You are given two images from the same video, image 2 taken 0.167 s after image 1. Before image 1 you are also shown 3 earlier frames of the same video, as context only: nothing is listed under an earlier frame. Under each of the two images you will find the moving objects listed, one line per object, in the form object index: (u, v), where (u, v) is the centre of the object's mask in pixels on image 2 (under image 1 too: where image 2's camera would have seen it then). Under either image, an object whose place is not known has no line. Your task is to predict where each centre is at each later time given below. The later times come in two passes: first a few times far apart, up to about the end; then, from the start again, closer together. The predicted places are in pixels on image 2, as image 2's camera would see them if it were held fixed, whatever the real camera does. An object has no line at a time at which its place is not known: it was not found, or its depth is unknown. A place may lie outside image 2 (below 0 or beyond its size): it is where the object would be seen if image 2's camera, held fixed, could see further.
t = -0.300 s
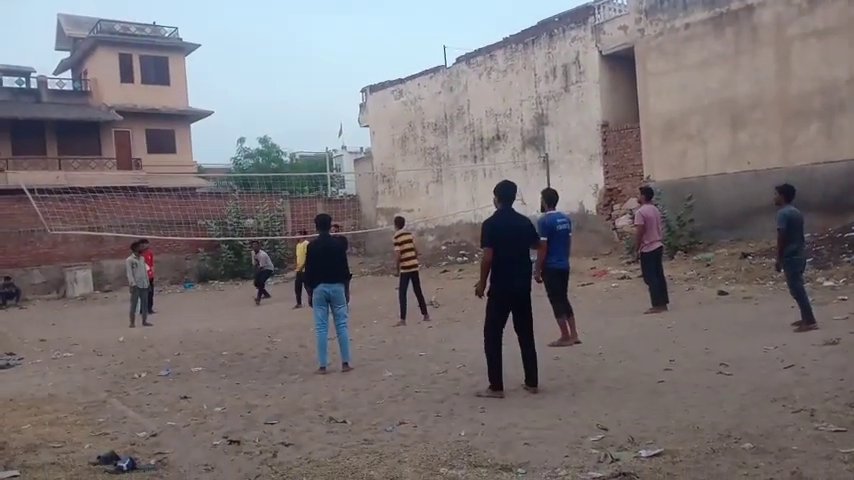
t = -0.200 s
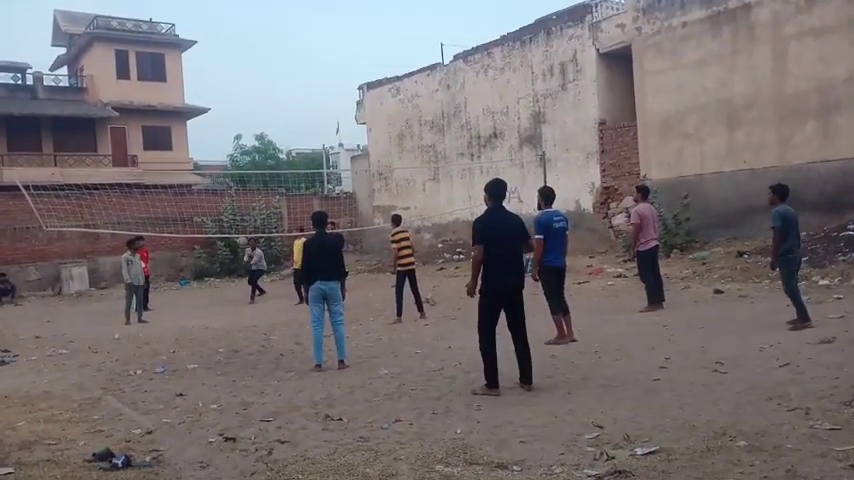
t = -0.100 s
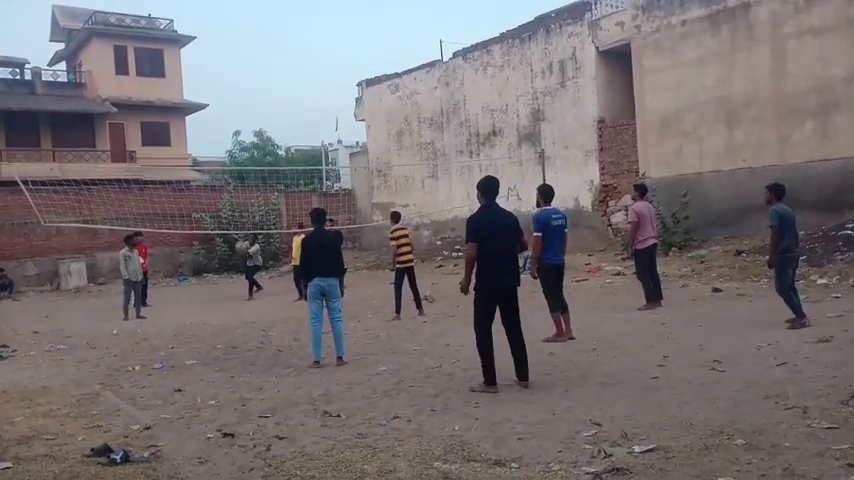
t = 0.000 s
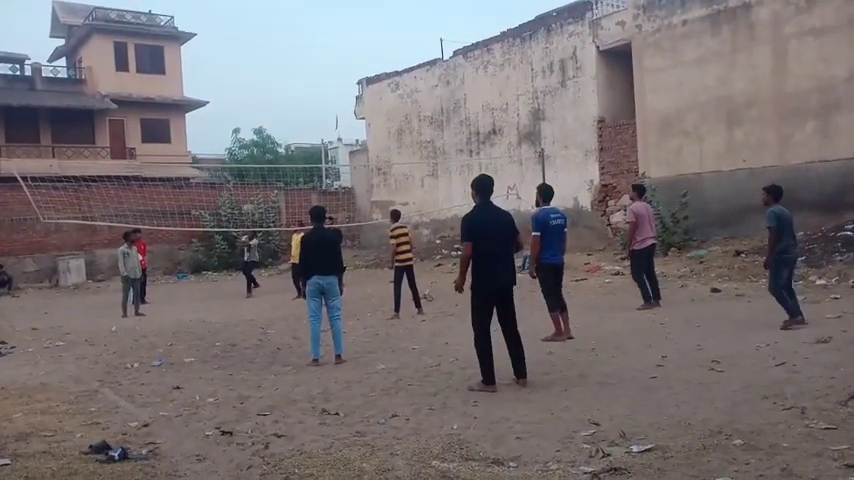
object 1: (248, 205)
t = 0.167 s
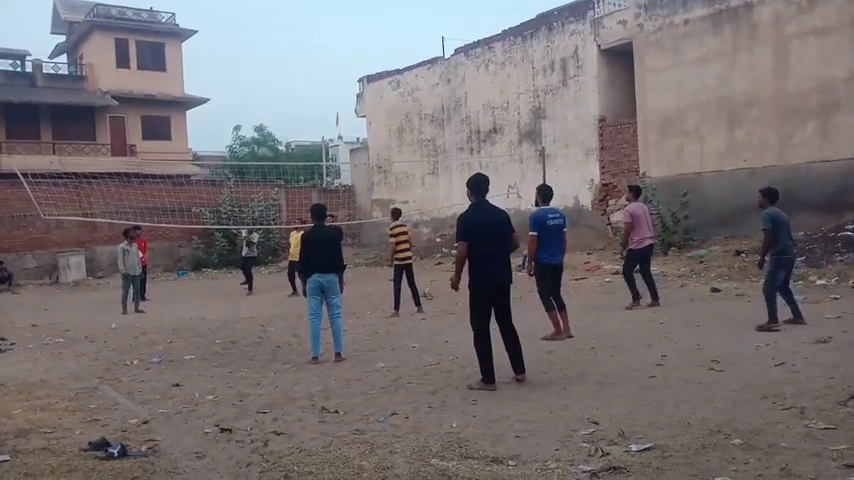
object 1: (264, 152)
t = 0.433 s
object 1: (295, 80)
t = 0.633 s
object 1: (324, 39)
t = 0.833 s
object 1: (362, 14)
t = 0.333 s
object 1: (281, 105)
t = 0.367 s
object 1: (285, 96)
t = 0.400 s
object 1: (290, 88)
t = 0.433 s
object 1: (295, 80)
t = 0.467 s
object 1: (299, 71)
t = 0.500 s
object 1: (304, 64)
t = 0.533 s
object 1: (309, 57)
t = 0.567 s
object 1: (313, 50)
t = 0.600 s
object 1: (318, 44)
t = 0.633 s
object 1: (324, 39)
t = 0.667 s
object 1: (331, 33)
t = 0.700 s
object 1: (337, 28)
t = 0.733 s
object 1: (343, 23)
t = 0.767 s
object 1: (350, 19)
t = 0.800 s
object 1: (356, 16)
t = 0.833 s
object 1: (362, 14)
